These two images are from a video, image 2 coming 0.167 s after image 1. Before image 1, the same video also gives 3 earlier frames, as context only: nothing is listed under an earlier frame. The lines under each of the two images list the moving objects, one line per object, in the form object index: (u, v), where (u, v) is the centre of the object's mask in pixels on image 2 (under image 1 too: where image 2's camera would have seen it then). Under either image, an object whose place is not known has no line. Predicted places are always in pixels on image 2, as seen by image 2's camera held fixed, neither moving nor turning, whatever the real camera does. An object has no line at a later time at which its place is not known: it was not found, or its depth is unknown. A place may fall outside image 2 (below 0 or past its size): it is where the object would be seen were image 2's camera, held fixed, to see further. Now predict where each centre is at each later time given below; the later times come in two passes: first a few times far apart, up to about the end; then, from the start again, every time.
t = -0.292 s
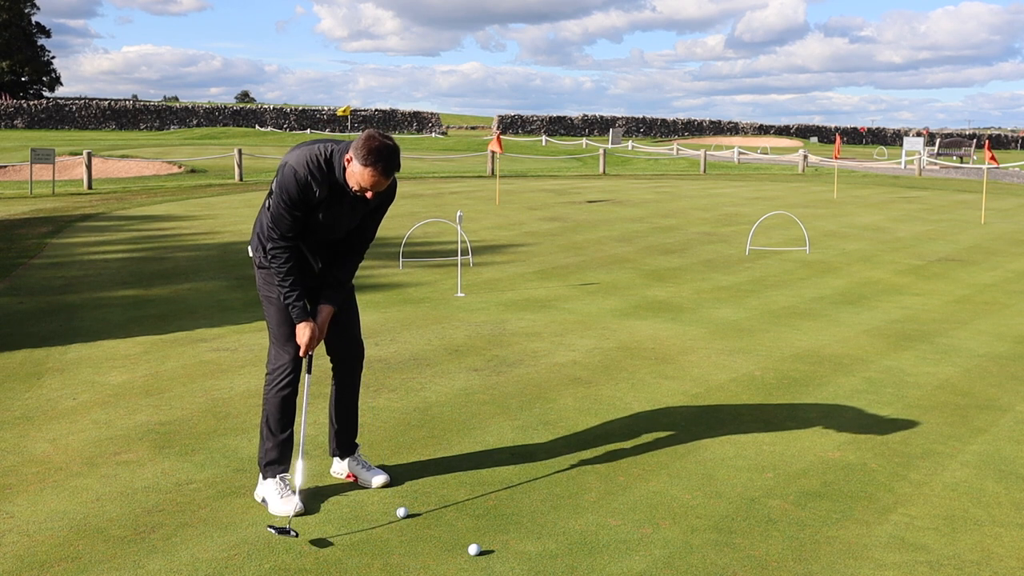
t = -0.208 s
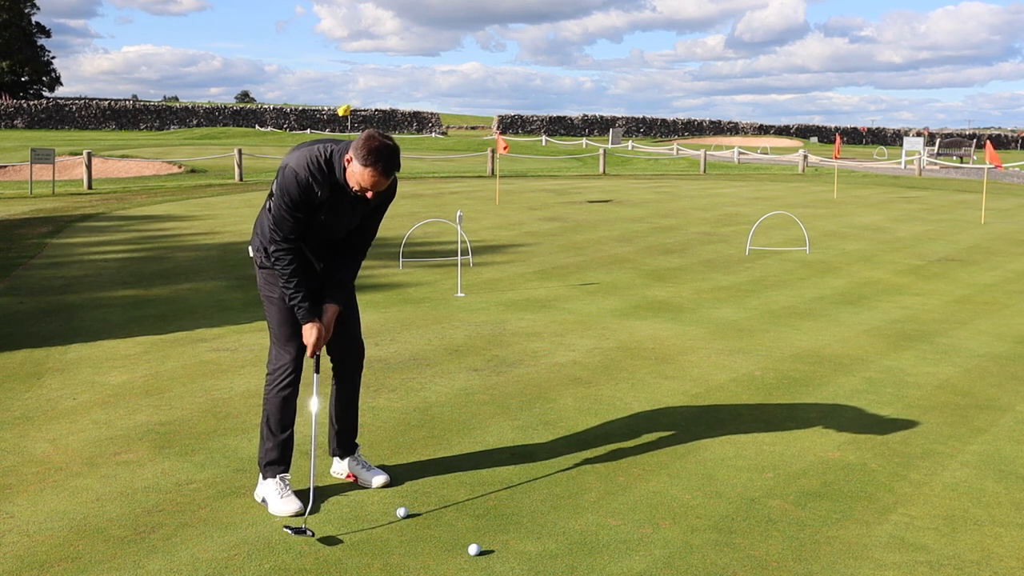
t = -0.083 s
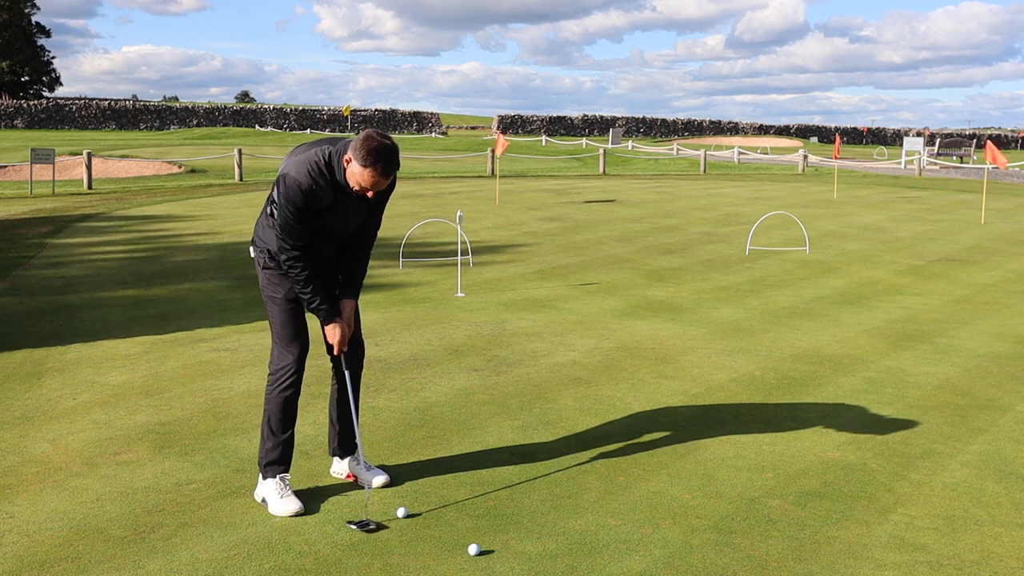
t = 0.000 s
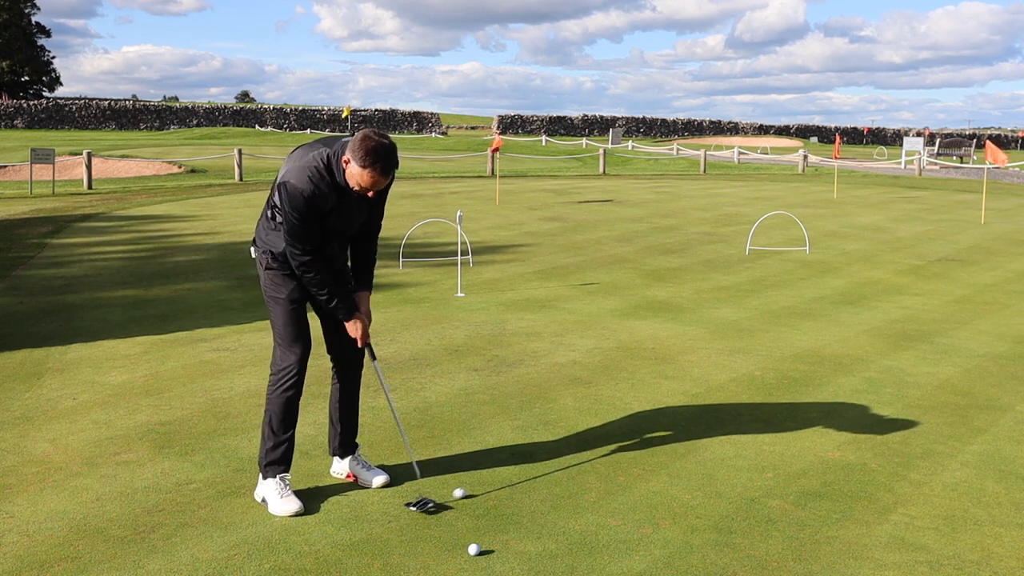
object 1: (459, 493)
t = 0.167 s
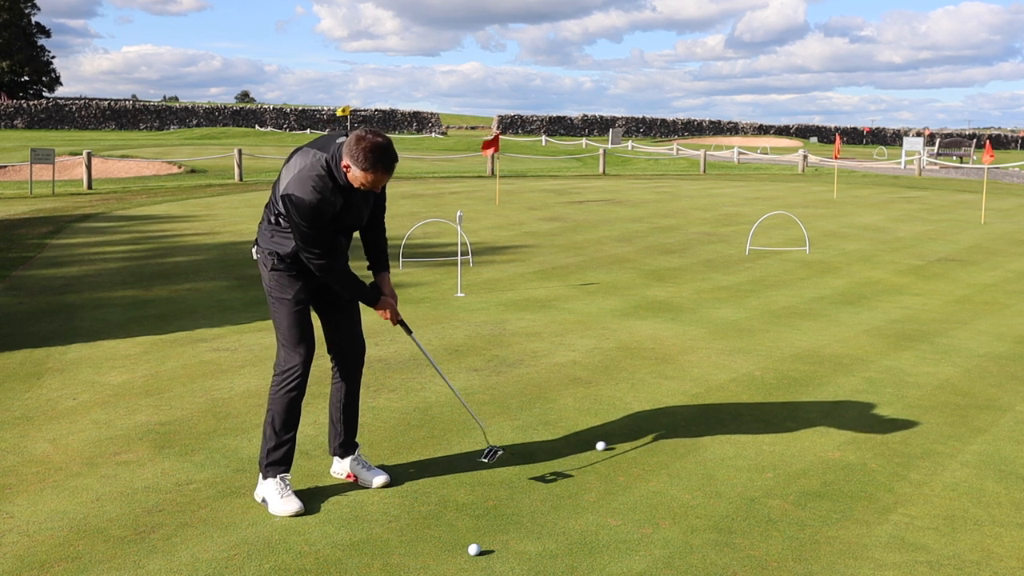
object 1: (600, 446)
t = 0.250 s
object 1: (650, 428)
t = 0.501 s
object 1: (770, 391)
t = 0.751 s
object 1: (861, 365)
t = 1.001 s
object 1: (933, 348)
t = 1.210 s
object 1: (981, 337)
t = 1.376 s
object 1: (1016, 329)
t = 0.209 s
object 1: (626, 436)
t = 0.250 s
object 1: (650, 428)
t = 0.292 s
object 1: (673, 420)
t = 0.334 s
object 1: (695, 413)
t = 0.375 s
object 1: (715, 408)
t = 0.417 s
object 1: (735, 401)
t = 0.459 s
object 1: (753, 396)
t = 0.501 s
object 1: (770, 391)
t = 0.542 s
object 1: (787, 386)
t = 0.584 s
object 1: (803, 382)
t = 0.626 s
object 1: (818, 376)
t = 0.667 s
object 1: (834, 373)
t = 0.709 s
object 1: (847, 369)
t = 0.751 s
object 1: (861, 365)
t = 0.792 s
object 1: (874, 362)
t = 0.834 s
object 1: (887, 359)
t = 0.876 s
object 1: (899, 356)
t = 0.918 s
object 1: (910, 353)
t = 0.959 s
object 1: (921, 350)
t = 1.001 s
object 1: (933, 348)
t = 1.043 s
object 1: (943, 346)
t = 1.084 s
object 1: (953, 343)
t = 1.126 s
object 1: (963, 341)
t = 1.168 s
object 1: (972, 339)
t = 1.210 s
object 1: (981, 337)
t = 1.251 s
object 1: (991, 335)
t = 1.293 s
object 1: (999, 333)
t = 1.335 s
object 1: (1007, 331)
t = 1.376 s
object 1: (1016, 329)
